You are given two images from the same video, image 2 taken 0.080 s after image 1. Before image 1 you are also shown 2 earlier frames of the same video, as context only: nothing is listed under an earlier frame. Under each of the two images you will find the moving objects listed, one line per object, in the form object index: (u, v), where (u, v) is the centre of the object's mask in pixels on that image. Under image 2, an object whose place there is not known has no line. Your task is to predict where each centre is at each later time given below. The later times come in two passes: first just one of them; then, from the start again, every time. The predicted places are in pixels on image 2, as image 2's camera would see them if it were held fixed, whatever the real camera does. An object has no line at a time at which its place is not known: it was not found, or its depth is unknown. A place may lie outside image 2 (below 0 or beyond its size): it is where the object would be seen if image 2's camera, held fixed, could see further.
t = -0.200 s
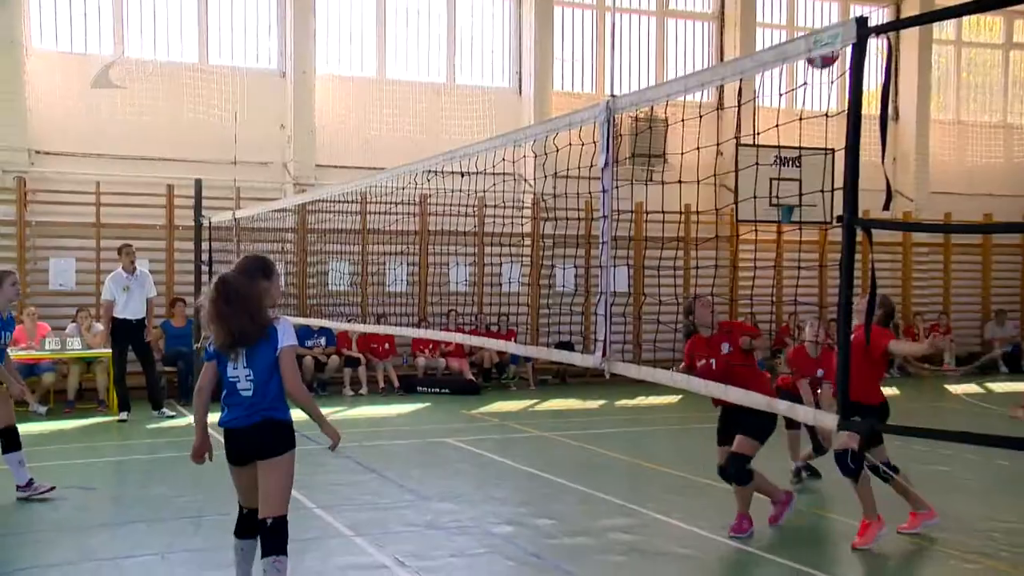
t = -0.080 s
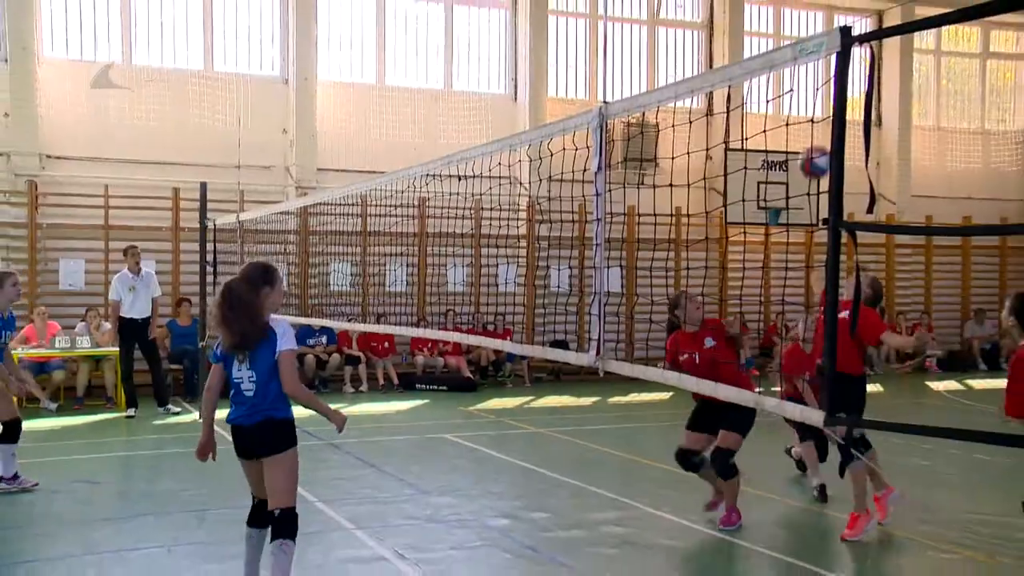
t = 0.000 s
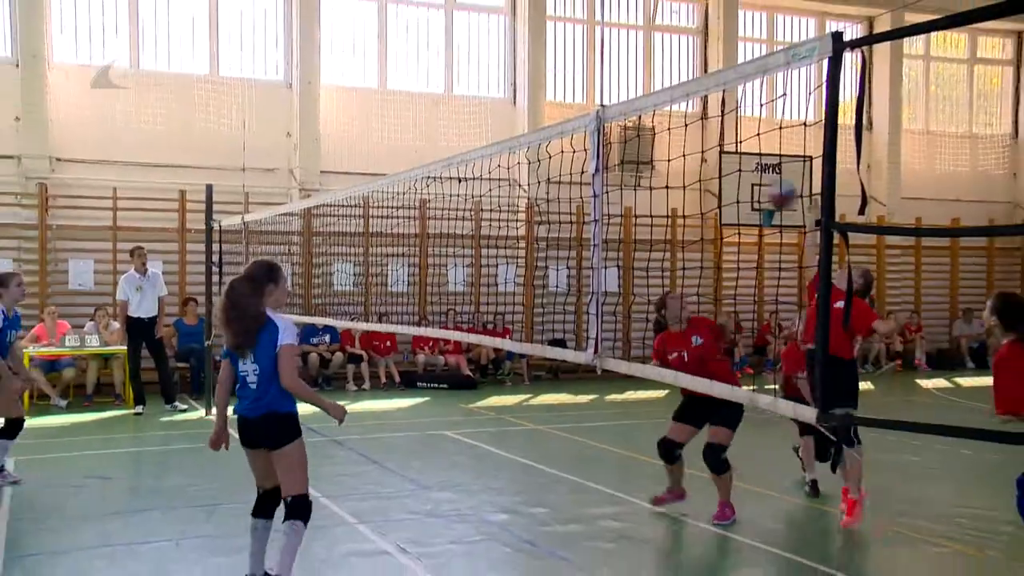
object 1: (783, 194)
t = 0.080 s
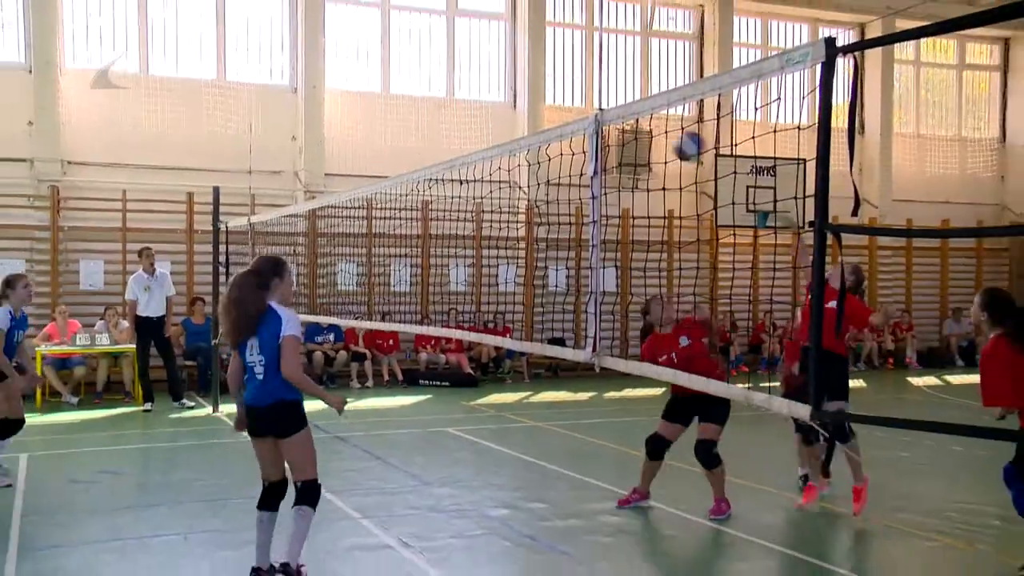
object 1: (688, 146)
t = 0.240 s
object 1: (511, 75)
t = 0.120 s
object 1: (646, 127)
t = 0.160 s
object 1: (599, 102)
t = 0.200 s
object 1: (555, 89)
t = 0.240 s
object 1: (511, 75)
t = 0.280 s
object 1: (467, 63)
